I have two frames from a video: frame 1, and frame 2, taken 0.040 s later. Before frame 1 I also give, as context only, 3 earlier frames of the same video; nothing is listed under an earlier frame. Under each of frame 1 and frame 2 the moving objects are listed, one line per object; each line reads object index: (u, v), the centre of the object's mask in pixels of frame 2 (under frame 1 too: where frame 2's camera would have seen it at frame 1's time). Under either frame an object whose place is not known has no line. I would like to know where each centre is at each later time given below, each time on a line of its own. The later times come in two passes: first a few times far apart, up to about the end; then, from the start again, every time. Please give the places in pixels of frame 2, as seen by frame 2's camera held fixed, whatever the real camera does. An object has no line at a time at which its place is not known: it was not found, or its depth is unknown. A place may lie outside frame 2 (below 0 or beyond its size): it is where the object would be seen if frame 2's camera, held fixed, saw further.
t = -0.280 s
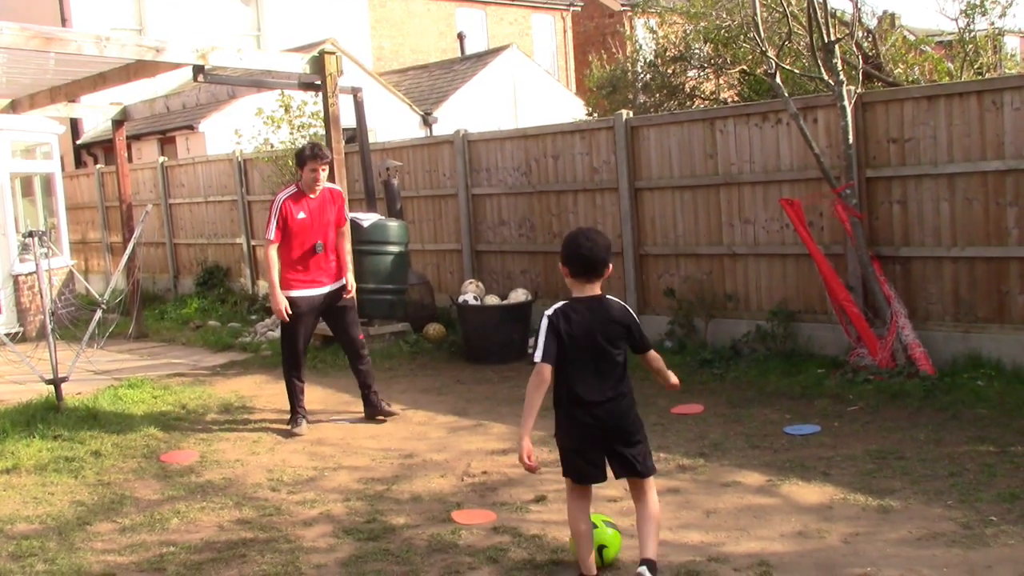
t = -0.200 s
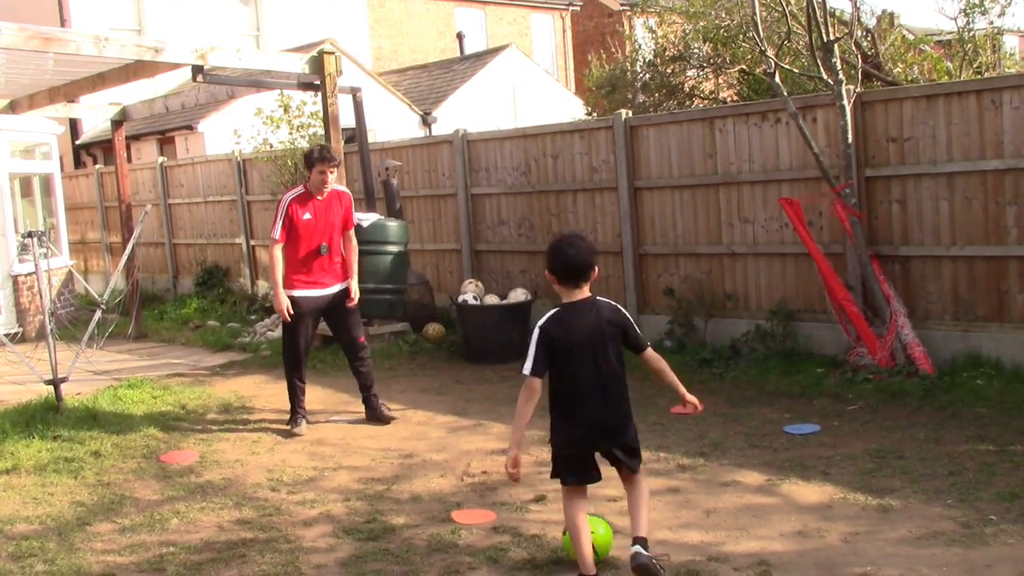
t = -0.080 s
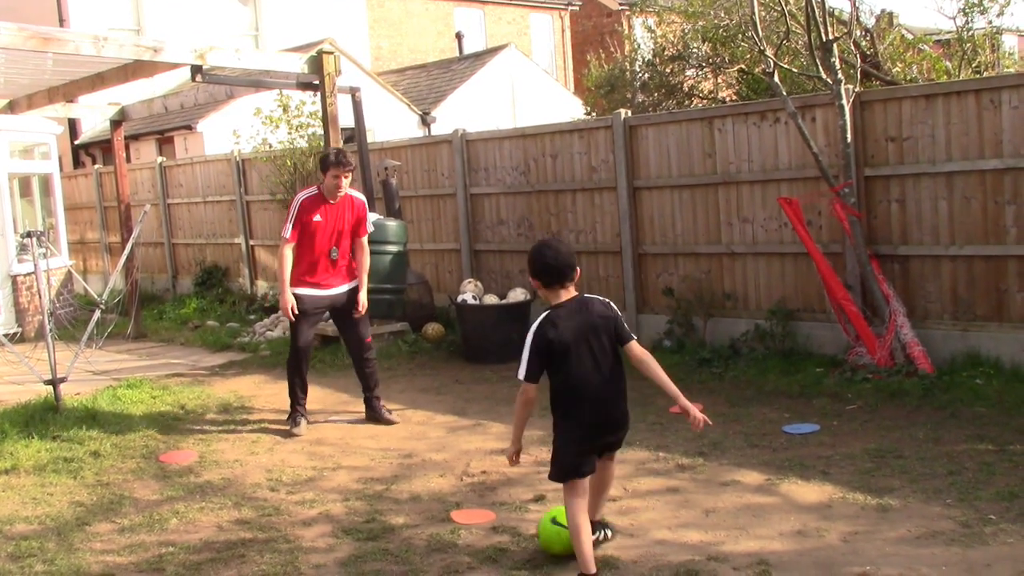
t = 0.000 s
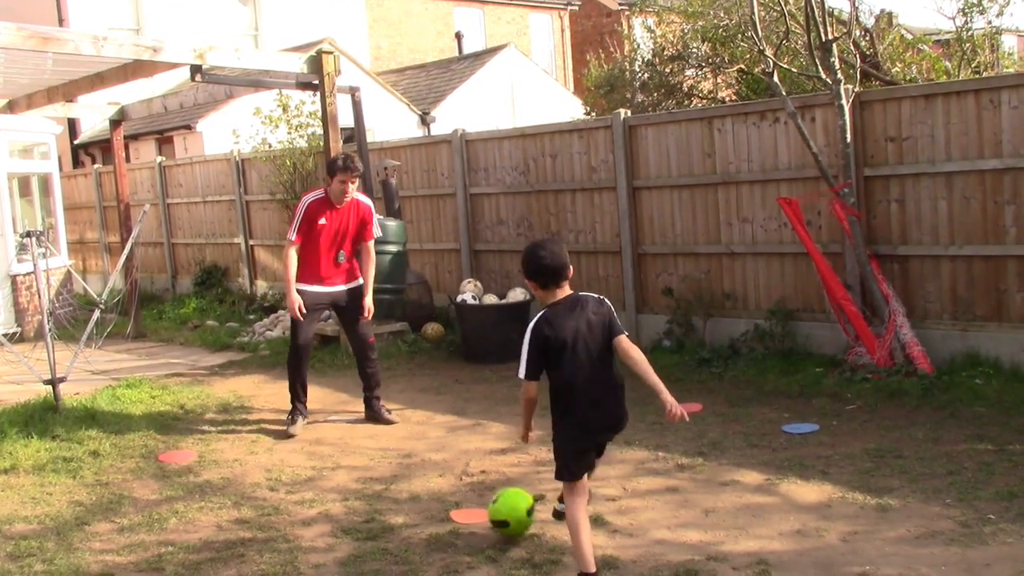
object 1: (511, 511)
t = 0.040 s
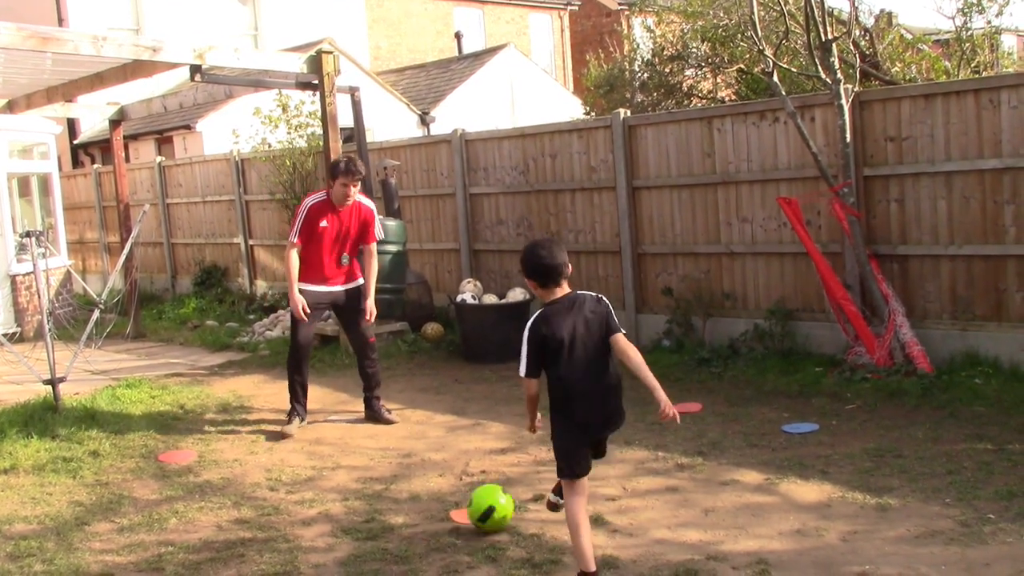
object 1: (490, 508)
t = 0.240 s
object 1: (407, 483)
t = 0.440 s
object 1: (344, 457)
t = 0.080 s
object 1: (470, 504)
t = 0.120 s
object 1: (453, 495)
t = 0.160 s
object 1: (437, 490)
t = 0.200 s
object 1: (421, 487)
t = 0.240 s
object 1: (407, 483)
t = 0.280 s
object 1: (393, 471)
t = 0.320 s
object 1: (381, 462)
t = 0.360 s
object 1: (368, 456)
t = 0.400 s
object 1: (355, 455)
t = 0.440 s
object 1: (344, 457)
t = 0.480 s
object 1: (333, 462)
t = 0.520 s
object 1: (322, 457)
